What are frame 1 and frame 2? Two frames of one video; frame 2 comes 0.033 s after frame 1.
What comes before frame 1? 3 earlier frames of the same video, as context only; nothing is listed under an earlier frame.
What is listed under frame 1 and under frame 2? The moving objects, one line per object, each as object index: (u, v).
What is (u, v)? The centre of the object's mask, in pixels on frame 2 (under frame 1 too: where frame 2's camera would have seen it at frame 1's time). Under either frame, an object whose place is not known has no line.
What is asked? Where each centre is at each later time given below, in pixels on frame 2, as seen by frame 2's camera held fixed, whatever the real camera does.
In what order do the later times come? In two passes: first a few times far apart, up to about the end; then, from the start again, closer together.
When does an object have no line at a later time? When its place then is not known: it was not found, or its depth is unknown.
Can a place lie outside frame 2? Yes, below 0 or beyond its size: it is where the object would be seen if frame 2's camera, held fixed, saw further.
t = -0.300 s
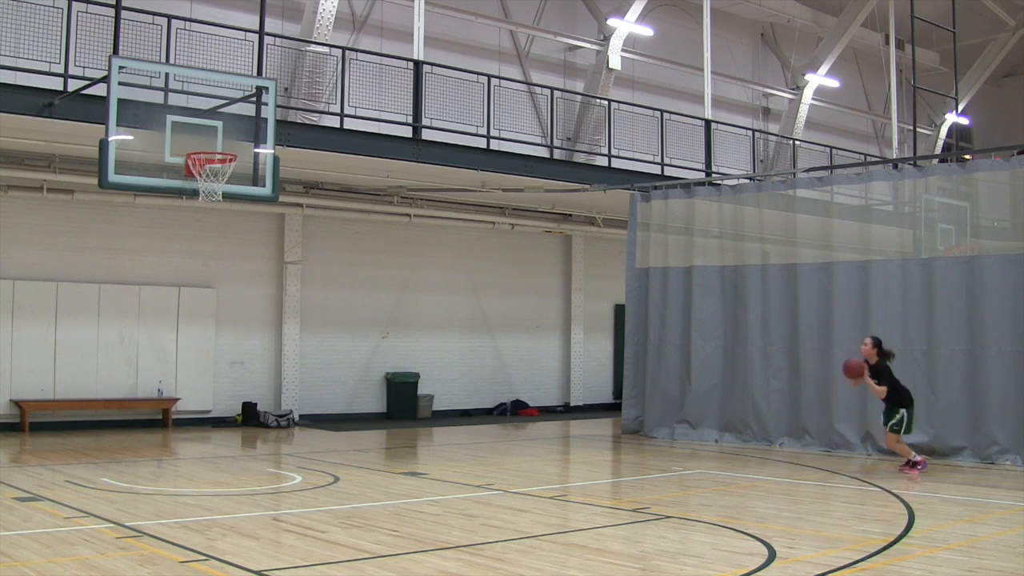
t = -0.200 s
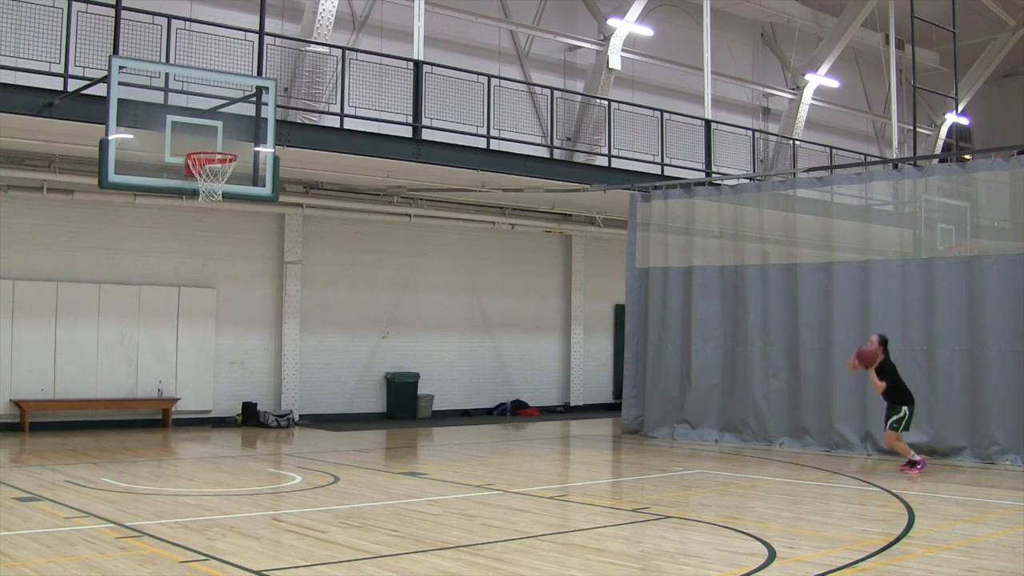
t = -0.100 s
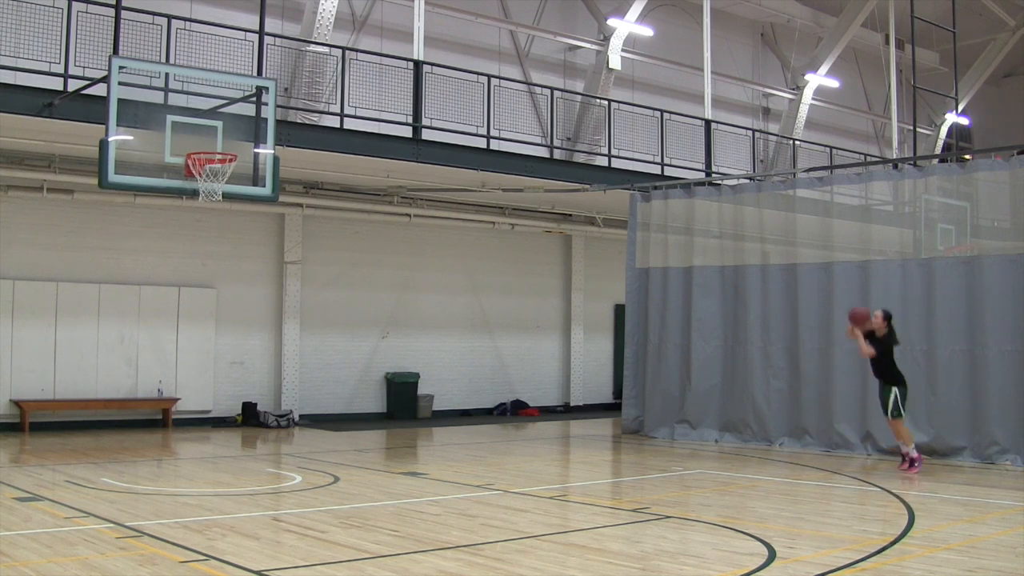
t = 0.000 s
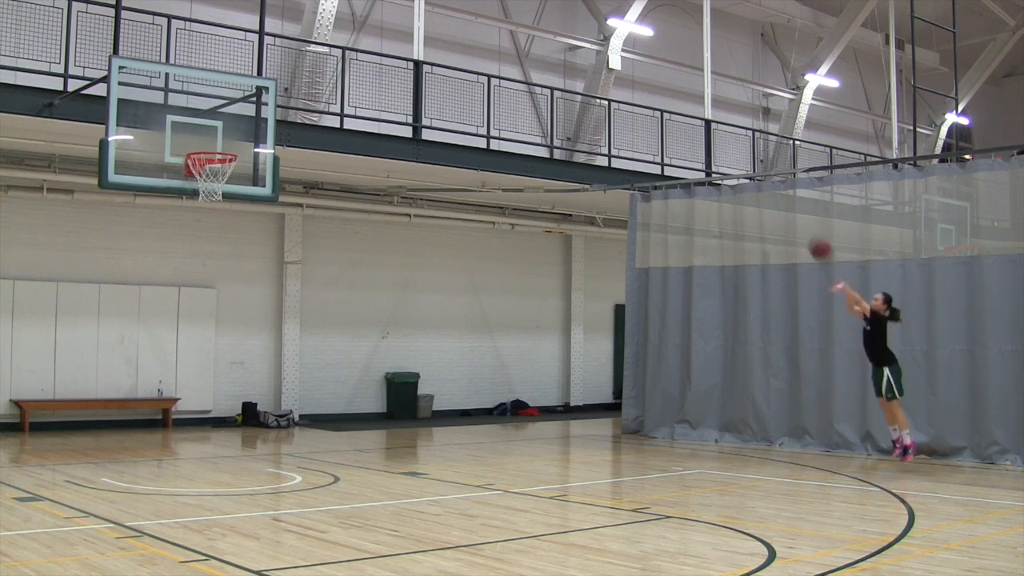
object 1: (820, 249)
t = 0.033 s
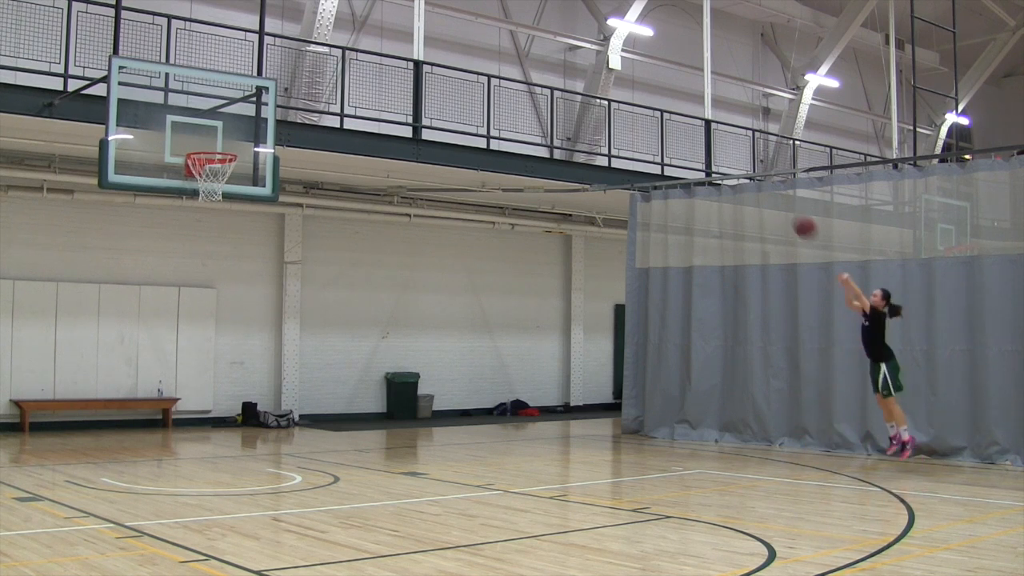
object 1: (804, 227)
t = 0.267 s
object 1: (693, 100)
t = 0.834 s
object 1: (423, 7)
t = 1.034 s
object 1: (326, 45)
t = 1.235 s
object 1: (228, 126)
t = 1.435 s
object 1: (218, 177)
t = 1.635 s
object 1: (225, 208)
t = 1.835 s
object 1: (226, 275)
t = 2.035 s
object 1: (228, 379)
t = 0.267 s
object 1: (693, 100)
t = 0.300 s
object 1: (678, 87)
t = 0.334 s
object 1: (662, 73)
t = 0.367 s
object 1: (646, 62)
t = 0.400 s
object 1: (630, 51)
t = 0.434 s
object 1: (614, 41)
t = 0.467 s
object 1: (598, 32)
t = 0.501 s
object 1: (582, 24)
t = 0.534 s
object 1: (567, 18)
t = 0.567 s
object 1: (551, 11)
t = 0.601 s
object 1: (535, 8)
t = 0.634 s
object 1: (519, 7)
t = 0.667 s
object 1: (503, 5)
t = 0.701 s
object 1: (487, 5)
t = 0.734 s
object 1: (471, 5)
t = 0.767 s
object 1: (455, 5)
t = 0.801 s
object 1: (438, 6)
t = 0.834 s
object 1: (423, 7)
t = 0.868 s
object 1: (406, 10)
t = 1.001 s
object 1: (342, 36)
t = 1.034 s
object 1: (326, 45)
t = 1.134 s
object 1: (277, 81)
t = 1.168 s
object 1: (260, 94)
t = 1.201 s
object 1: (243, 111)
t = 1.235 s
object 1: (228, 126)
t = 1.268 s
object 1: (210, 143)
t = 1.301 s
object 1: (205, 155)
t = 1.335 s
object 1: (211, 162)
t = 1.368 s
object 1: (216, 167)
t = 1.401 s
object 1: (220, 171)
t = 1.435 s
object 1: (218, 177)
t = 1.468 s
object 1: (220, 180)
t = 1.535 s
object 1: (226, 192)
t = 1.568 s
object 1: (226, 196)
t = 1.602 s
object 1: (225, 202)
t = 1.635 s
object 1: (225, 208)
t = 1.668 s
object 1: (225, 216)
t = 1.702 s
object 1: (225, 225)
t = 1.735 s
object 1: (225, 236)
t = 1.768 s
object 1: (226, 248)
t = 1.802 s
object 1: (226, 261)
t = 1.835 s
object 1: (226, 275)
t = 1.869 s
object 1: (226, 290)
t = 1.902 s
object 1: (227, 306)
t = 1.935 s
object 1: (227, 323)
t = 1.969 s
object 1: (227, 340)
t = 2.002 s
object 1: (227, 359)
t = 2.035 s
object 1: (228, 379)
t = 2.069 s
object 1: (228, 398)
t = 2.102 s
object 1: (228, 421)
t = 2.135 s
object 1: (228, 445)
